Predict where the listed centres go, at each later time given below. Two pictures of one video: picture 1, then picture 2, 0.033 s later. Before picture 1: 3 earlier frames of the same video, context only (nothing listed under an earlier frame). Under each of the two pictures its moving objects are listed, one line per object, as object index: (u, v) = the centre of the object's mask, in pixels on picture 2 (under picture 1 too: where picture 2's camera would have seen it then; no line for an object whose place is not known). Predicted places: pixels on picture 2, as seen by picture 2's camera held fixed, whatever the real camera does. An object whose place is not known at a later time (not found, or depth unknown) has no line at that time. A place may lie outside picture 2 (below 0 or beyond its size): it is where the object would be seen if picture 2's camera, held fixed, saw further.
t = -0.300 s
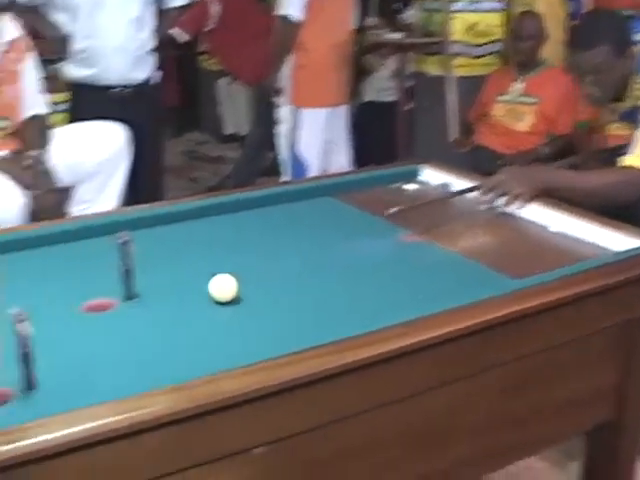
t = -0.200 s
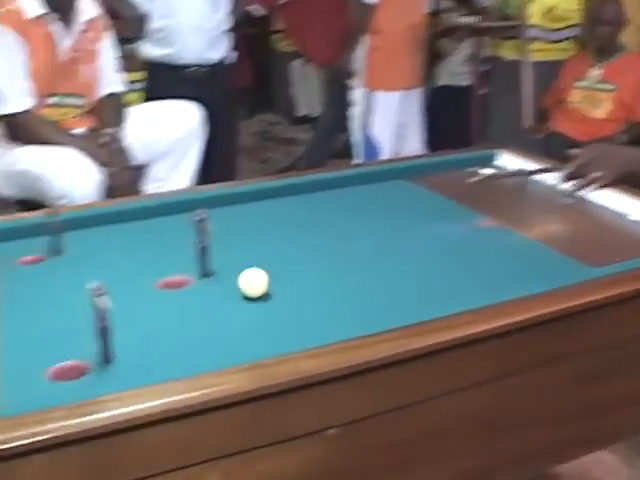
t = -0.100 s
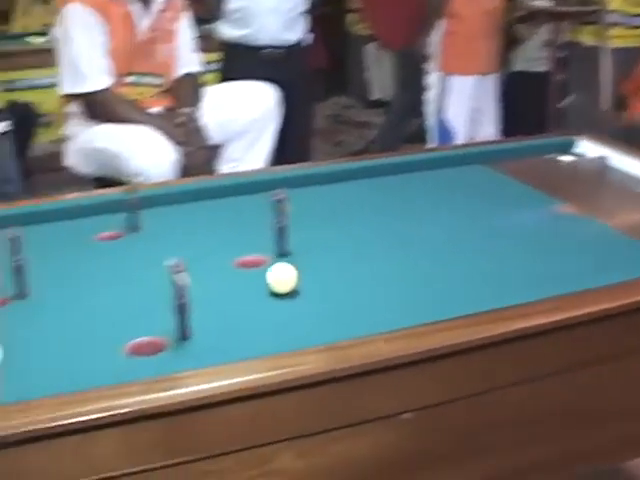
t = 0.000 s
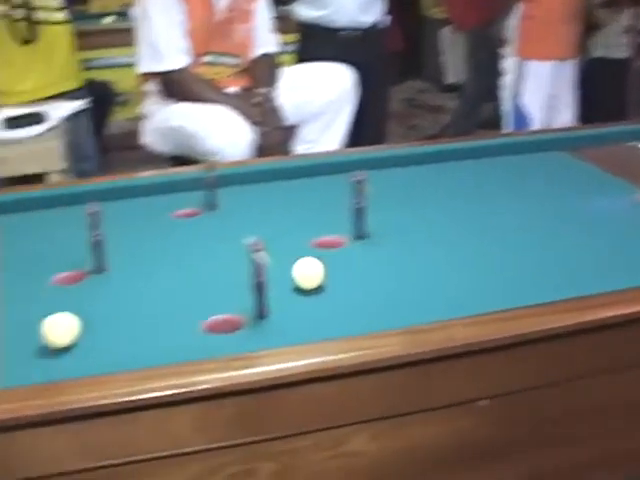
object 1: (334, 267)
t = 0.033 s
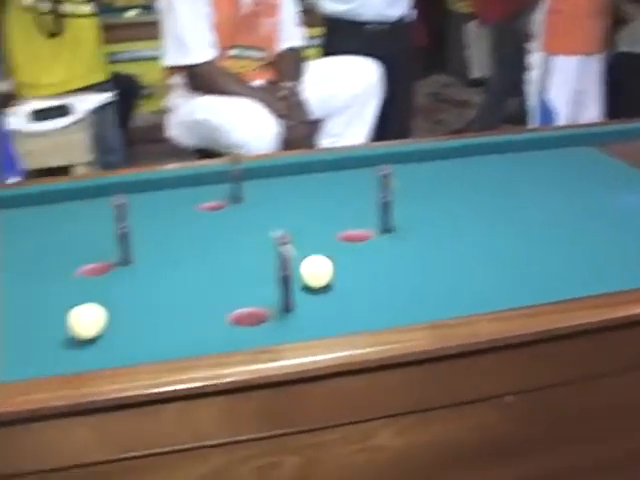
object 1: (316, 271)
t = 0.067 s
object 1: (301, 275)
